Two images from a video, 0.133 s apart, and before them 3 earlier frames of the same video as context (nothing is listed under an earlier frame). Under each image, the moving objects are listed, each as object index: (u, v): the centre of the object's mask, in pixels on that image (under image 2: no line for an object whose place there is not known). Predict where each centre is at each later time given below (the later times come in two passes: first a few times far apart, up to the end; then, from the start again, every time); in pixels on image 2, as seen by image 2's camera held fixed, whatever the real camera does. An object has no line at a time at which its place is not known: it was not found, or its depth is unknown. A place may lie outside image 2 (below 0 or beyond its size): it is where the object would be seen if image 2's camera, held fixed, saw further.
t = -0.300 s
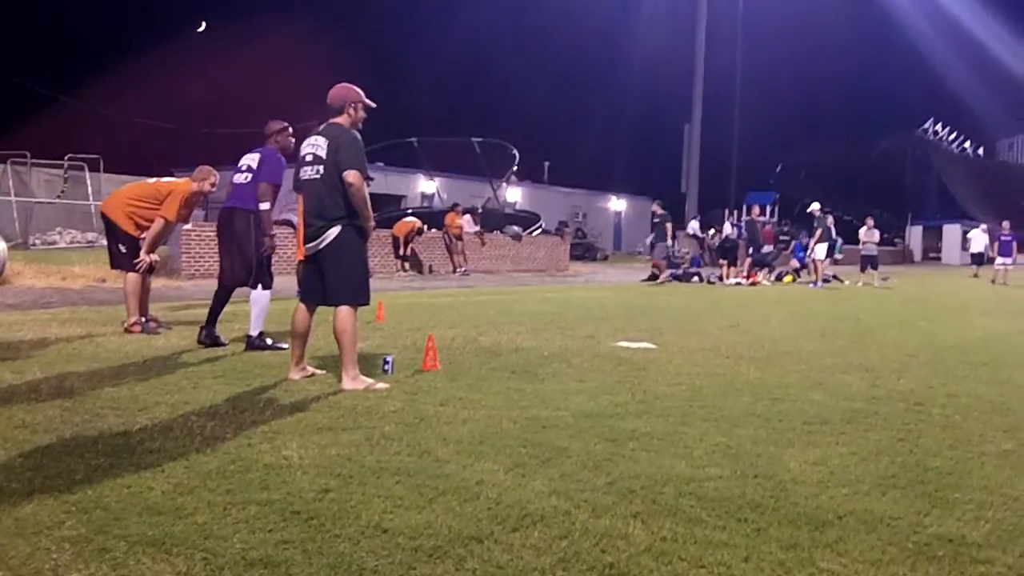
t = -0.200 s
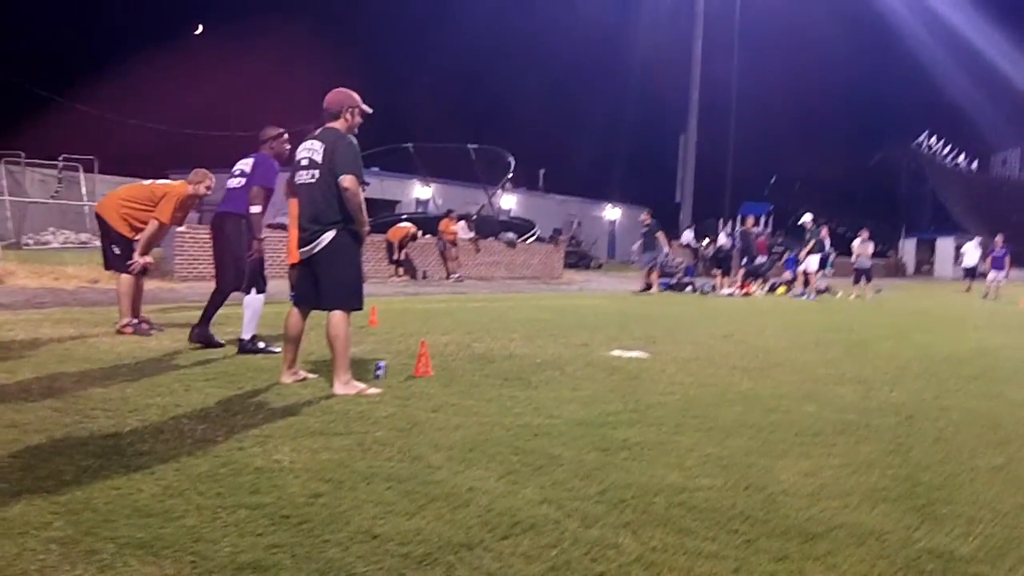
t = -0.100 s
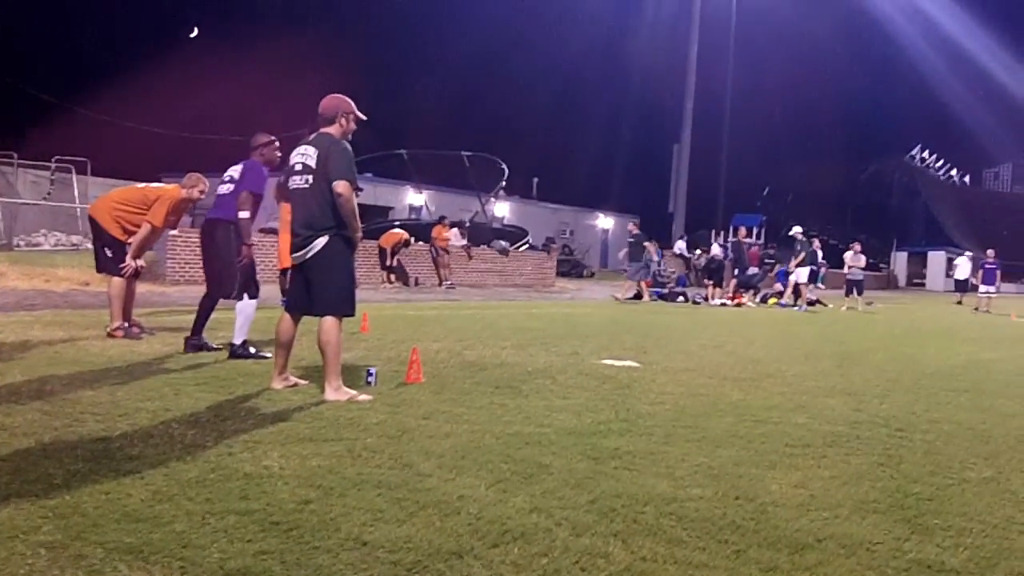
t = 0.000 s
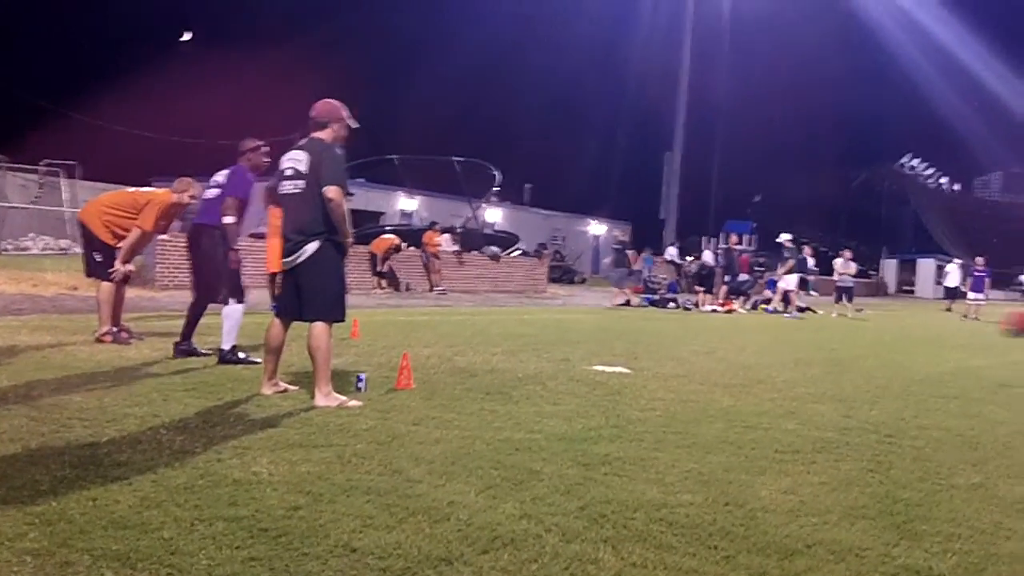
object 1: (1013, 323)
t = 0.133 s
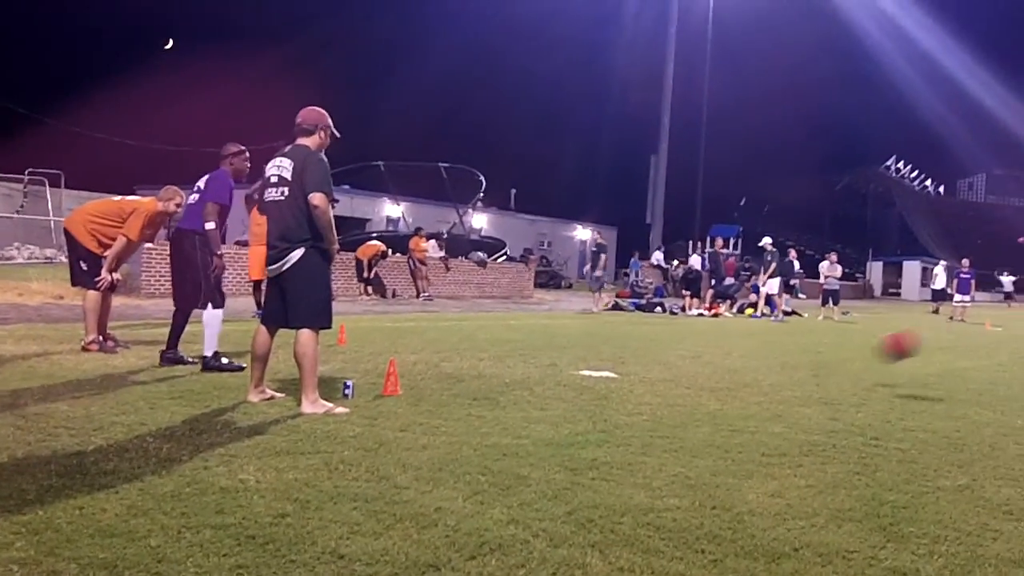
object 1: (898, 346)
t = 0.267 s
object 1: (794, 372)
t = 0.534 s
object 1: (620, 330)
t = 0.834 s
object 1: (422, 344)
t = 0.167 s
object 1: (871, 355)
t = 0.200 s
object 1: (844, 365)
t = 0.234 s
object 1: (817, 375)
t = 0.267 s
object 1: (794, 372)
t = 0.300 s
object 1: (773, 361)
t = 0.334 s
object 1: (751, 353)
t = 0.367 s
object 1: (730, 346)
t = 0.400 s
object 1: (708, 340)
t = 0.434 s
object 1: (687, 335)
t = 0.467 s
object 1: (665, 332)
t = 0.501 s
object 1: (642, 330)
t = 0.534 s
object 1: (620, 330)
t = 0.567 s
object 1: (598, 331)
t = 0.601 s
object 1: (576, 333)
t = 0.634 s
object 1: (553, 338)
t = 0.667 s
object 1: (531, 344)
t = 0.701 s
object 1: (508, 350)
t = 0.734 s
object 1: (485, 359)
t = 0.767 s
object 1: (463, 359)
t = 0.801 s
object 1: (443, 351)
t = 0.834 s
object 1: (422, 344)
